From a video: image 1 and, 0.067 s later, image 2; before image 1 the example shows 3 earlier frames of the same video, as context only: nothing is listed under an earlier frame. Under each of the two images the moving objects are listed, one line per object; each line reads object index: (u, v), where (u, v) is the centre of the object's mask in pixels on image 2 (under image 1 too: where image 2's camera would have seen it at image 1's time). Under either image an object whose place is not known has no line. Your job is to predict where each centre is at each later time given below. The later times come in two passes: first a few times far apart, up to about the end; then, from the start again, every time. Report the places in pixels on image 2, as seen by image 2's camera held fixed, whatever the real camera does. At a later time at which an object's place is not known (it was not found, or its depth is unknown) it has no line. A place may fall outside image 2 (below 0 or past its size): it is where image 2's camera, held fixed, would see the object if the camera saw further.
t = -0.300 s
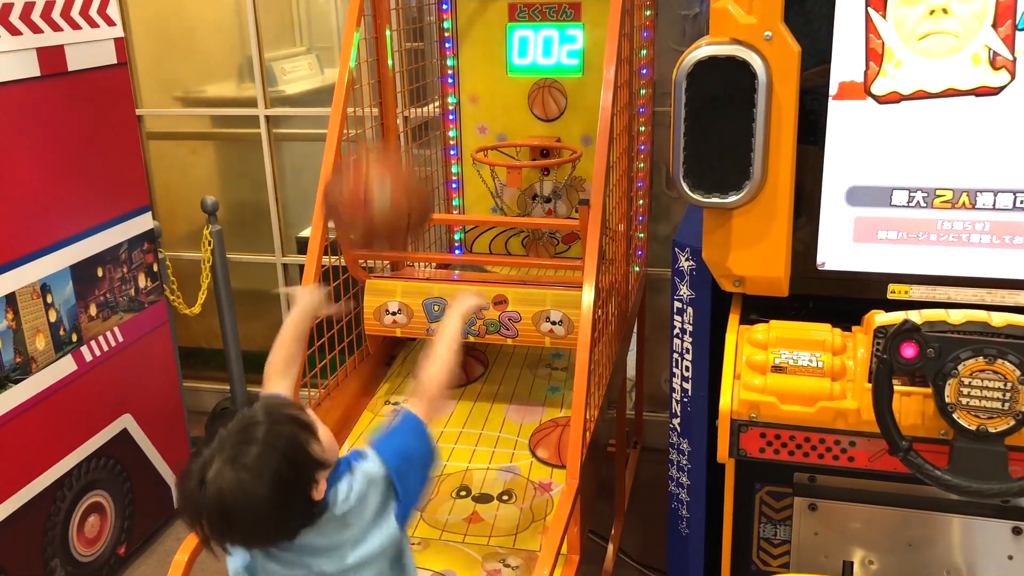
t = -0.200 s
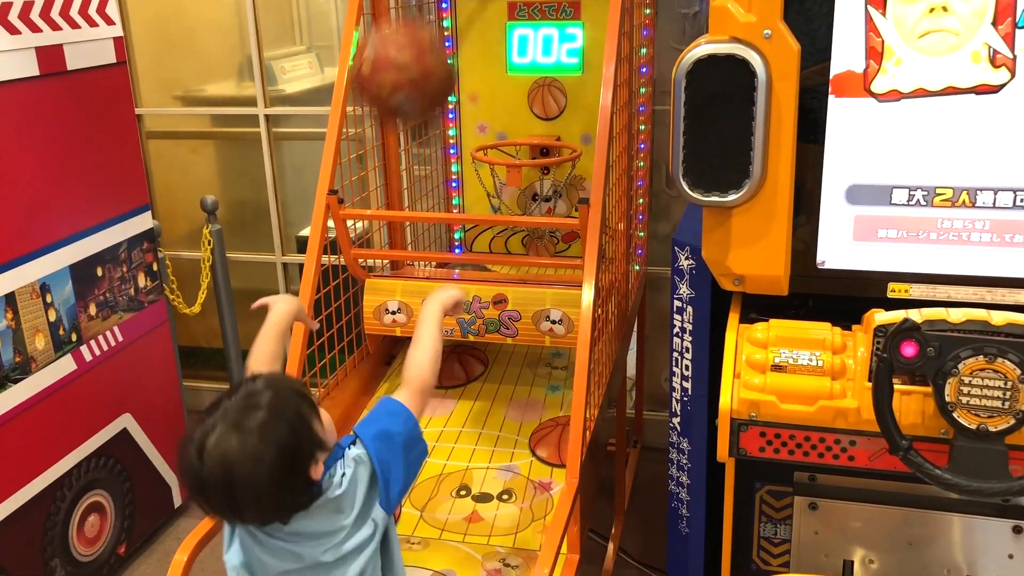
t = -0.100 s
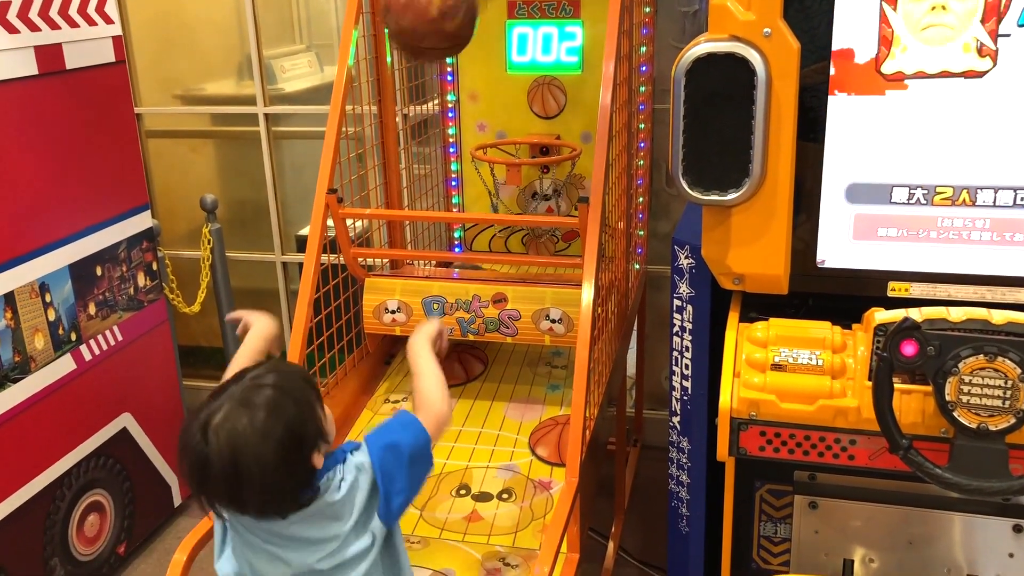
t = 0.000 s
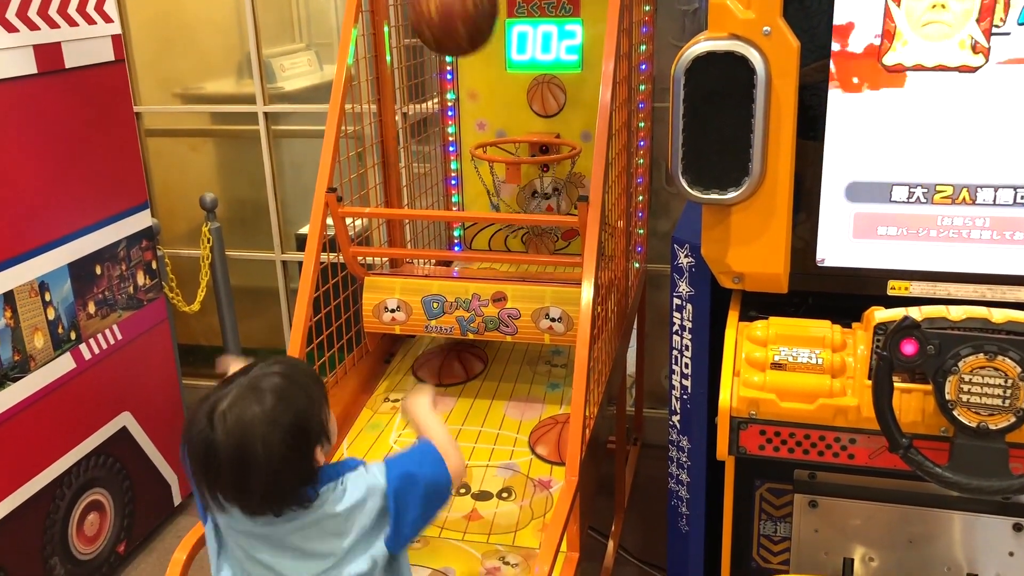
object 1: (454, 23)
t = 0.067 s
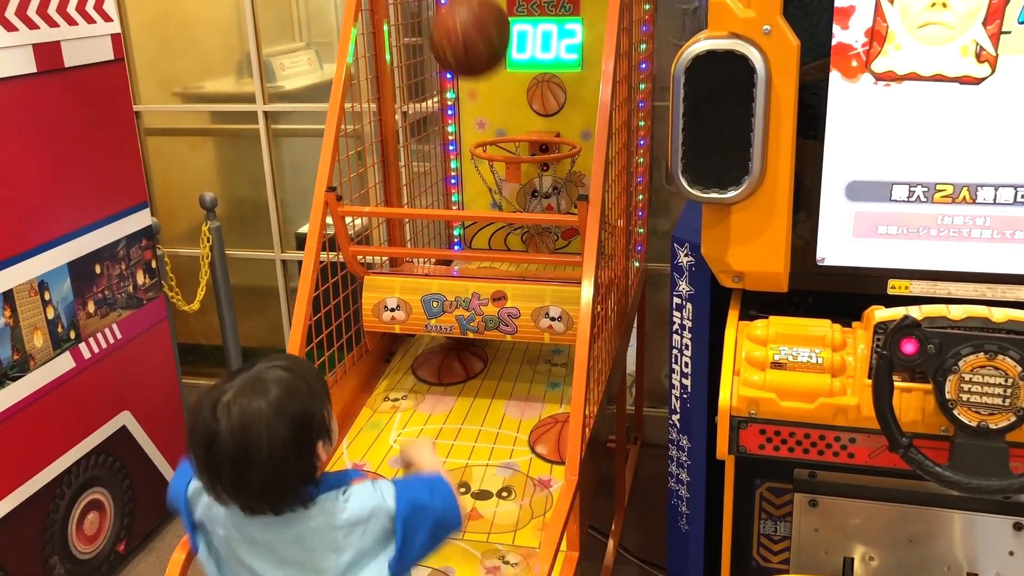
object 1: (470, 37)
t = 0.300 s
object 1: (480, 56)
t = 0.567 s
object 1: (438, 61)
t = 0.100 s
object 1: (477, 54)
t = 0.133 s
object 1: (486, 78)
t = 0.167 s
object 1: (493, 105)
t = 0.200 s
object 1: (497, 126)
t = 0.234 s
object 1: (492, 101)
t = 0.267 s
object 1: (486, 76)
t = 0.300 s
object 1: (480, 56)
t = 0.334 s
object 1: (474, 41)
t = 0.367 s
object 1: (468, 34)
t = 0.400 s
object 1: (463, 32)
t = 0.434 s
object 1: (458, 31)
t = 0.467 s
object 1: (453, 33)
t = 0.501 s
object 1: (448, 37)
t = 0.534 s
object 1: (443, 44)
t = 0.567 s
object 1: (438, 61)
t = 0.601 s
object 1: (434, 84)
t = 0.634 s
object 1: (431, 111)
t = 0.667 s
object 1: (429, 144)
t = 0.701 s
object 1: (425, 178)
